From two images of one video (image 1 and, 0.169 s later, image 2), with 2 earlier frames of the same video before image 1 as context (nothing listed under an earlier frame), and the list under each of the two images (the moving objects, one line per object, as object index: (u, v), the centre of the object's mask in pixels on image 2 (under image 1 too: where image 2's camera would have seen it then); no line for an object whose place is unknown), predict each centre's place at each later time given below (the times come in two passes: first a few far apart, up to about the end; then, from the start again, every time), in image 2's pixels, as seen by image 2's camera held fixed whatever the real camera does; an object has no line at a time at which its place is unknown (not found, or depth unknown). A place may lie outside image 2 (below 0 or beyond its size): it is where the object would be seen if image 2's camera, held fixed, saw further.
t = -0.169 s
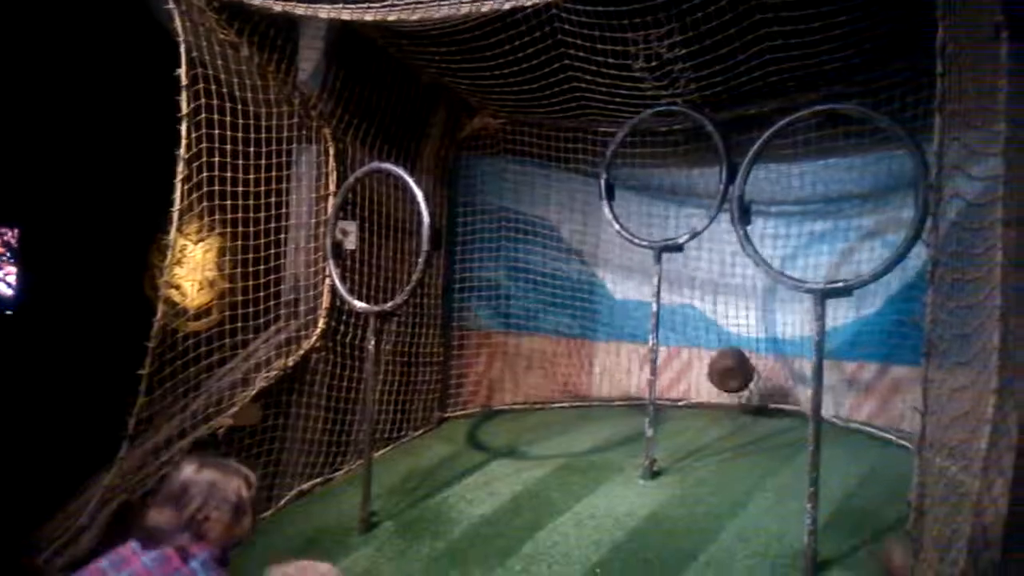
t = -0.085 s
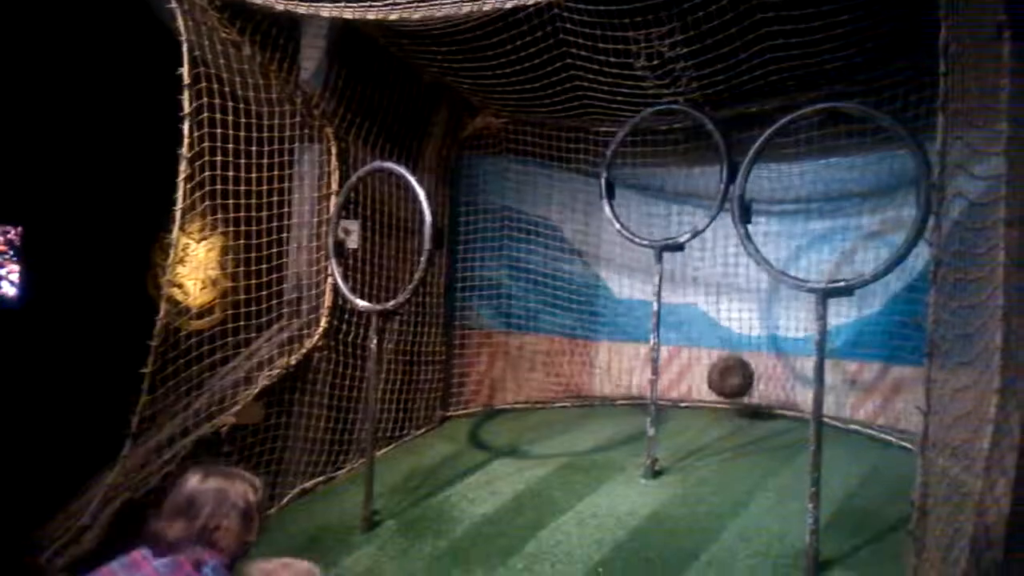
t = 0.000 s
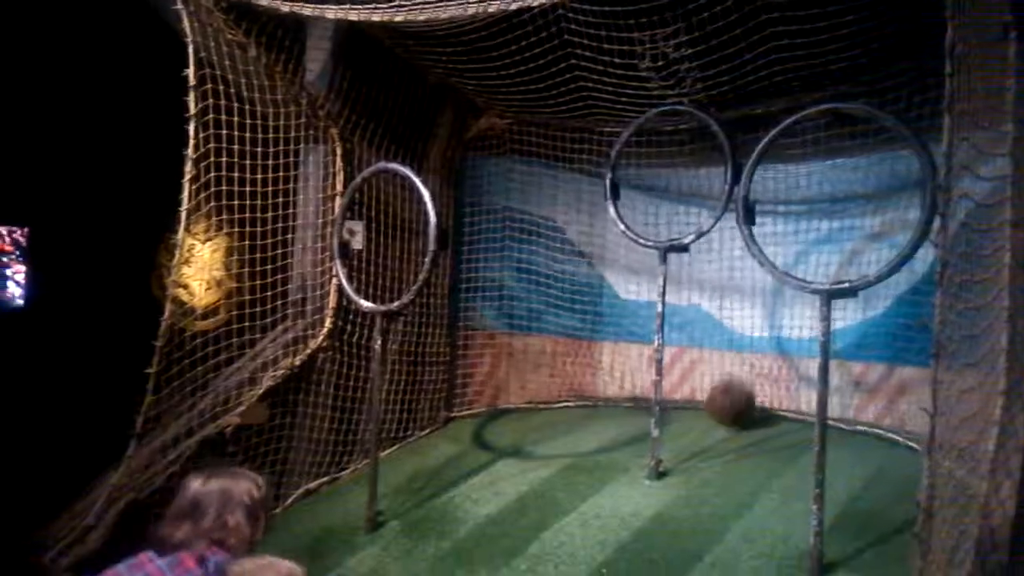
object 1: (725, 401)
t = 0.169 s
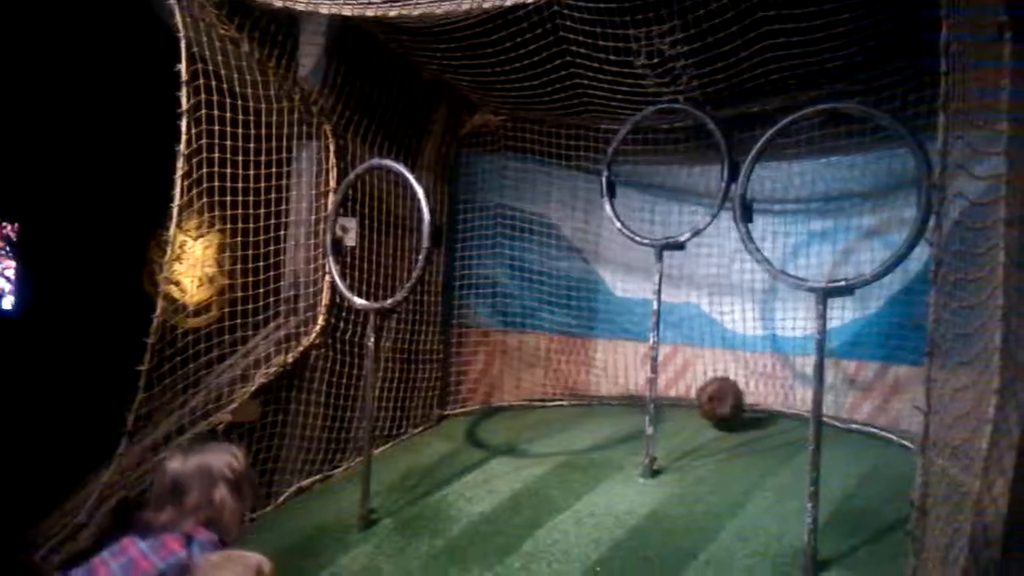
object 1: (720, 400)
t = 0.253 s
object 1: (716, 414)
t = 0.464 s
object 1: (706, 424)
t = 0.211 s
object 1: (718, 404)
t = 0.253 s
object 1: (716, 414)
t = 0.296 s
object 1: (714, 414)
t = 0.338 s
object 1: (713, 414)
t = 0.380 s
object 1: (711, 415)
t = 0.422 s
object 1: (709, 420)
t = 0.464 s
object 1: (706, 424)
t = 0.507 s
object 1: (706, 423)
